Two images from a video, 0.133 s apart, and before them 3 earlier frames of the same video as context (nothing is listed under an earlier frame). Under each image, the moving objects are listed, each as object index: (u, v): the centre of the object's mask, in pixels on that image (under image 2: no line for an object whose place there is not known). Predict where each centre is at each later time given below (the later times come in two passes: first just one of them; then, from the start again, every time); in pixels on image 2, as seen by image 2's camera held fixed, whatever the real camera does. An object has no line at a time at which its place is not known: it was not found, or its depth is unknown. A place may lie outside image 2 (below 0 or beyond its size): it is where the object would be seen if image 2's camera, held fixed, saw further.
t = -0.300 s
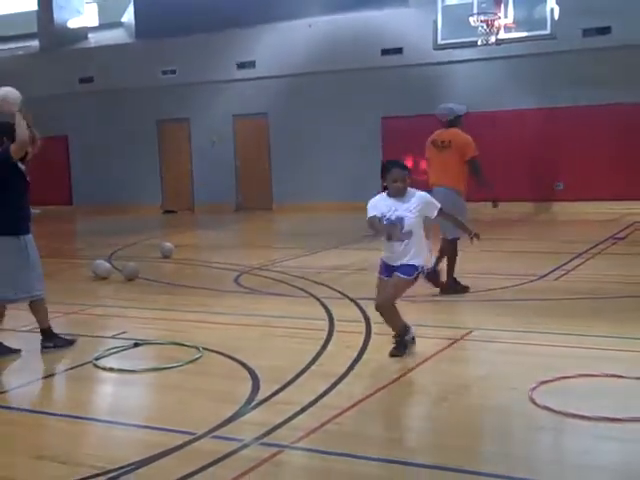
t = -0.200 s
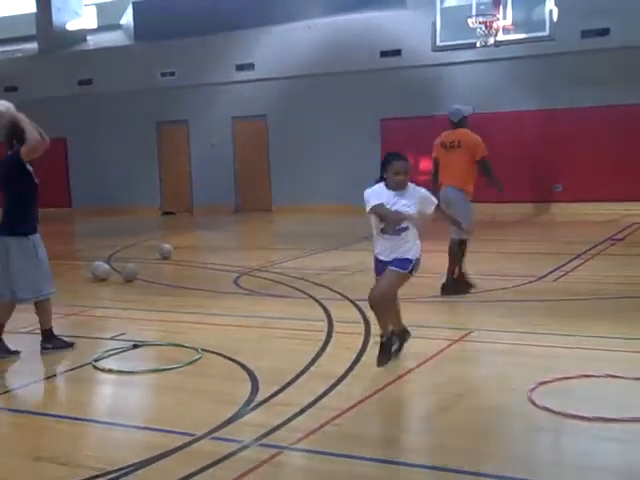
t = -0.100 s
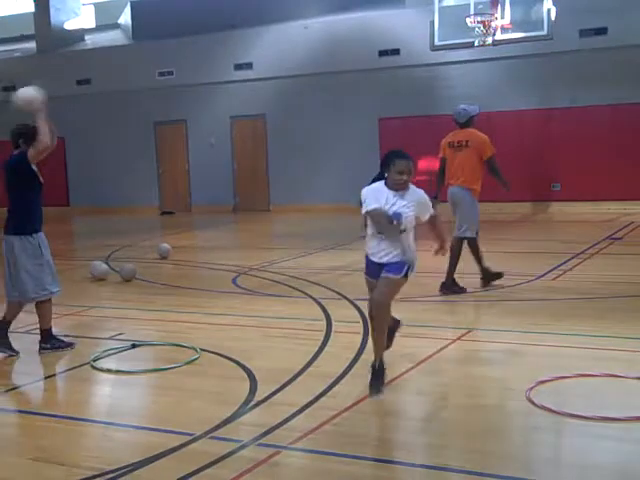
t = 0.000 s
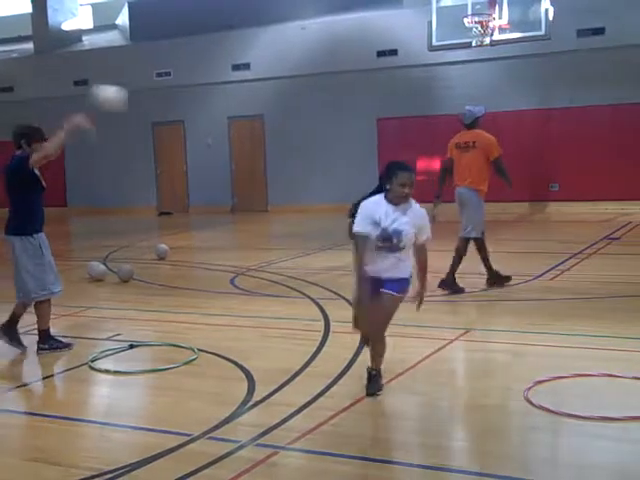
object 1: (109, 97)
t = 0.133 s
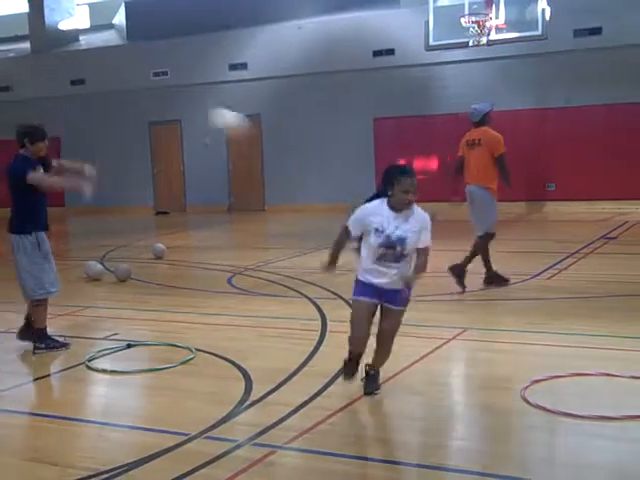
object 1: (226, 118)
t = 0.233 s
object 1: (315, 156)
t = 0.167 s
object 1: (257, 132)
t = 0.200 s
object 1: (286, 143)
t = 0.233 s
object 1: (315, 156)
